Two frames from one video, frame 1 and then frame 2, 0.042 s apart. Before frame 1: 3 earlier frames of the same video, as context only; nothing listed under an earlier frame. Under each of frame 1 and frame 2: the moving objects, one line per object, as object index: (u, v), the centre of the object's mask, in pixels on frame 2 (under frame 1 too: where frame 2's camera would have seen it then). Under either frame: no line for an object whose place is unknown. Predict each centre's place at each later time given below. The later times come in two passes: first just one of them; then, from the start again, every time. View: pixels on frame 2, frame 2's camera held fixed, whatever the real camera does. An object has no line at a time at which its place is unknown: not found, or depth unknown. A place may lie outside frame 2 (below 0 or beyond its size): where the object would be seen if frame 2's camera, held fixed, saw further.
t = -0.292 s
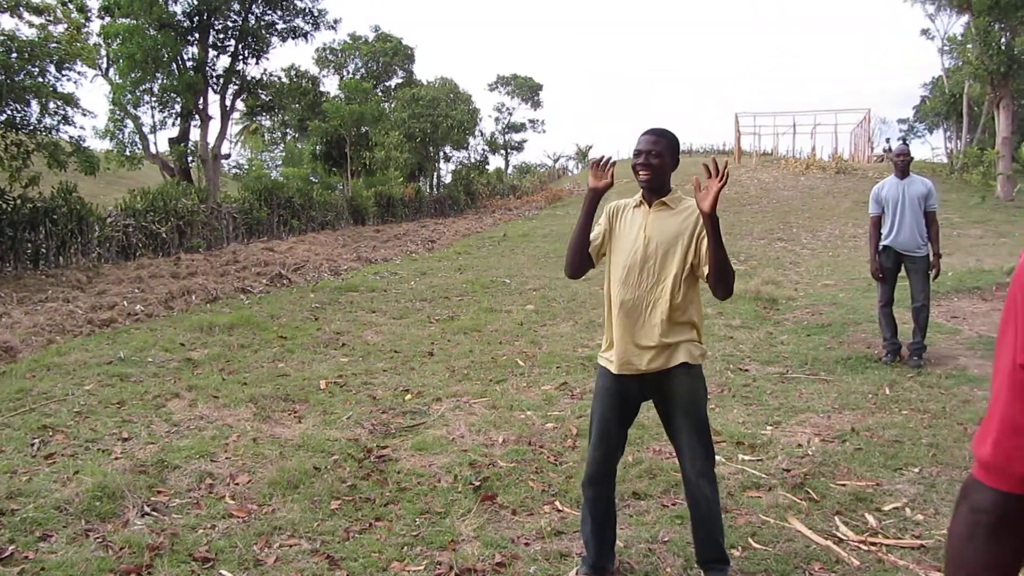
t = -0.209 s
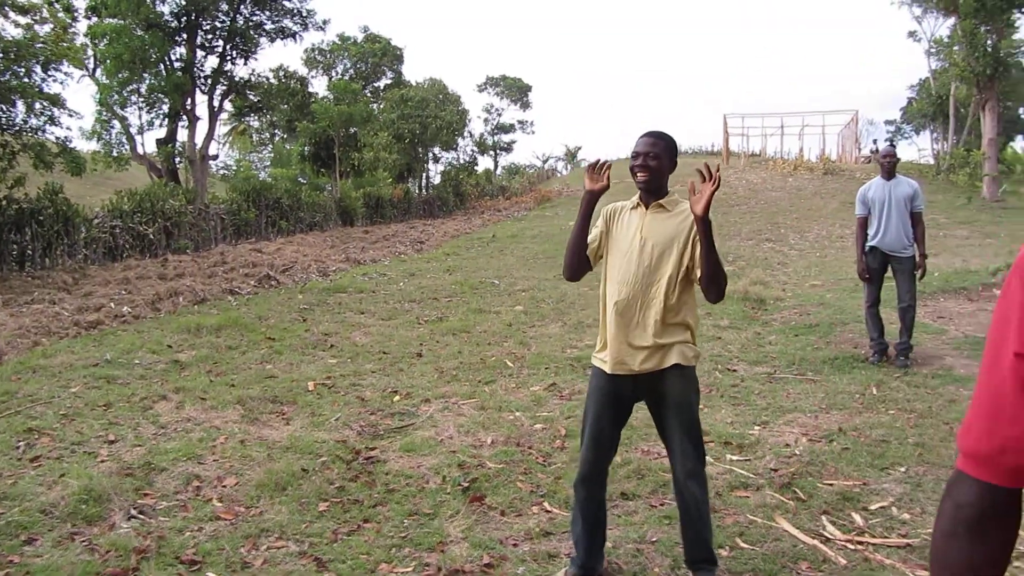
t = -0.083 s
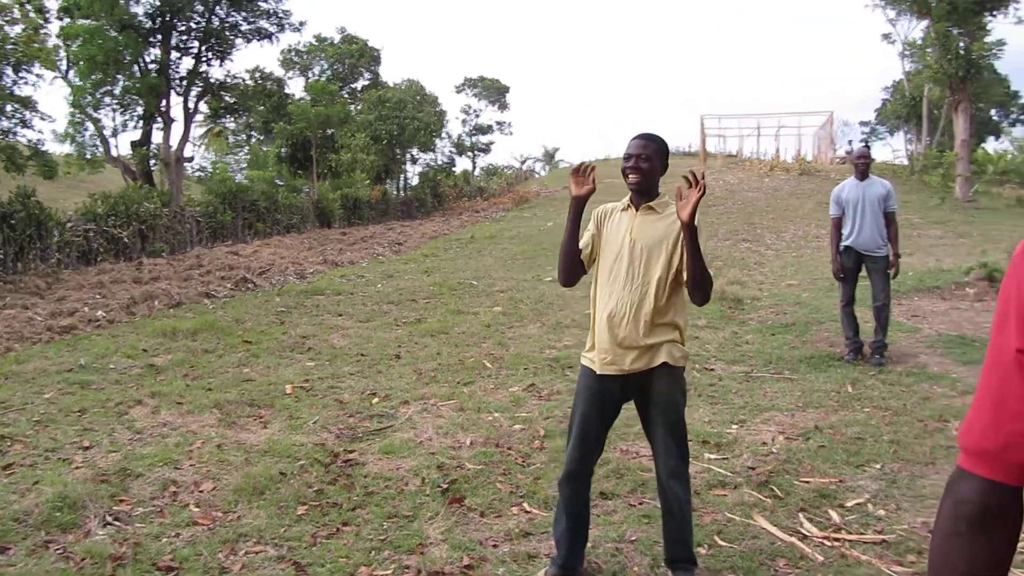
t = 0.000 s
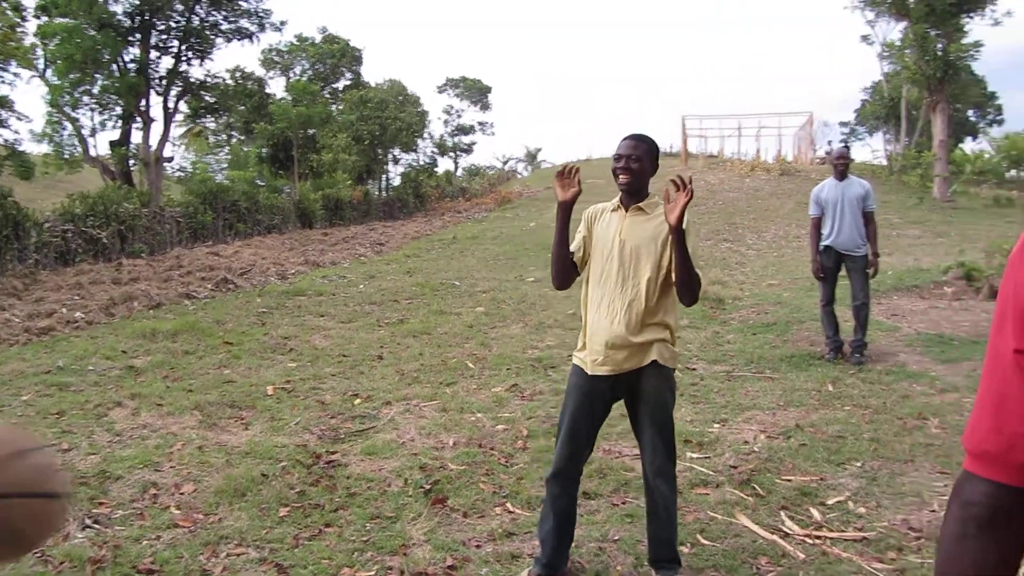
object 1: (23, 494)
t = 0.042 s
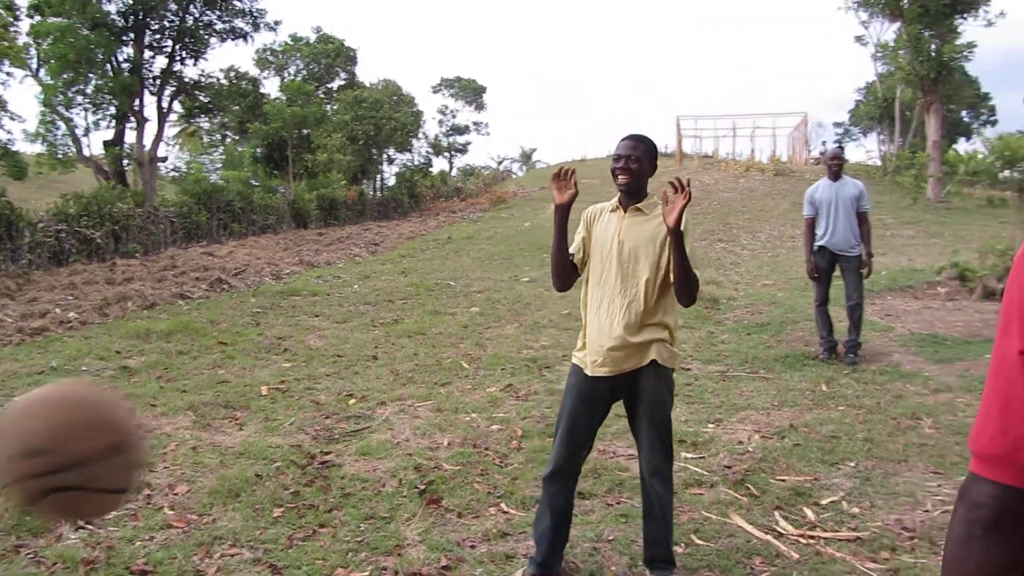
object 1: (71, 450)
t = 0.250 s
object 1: (531, 388)
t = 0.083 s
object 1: (159, 416)
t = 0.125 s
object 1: (248, 392)
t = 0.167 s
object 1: (341, 379)
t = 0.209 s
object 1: (434, 378)
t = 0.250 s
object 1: (531, 388)
